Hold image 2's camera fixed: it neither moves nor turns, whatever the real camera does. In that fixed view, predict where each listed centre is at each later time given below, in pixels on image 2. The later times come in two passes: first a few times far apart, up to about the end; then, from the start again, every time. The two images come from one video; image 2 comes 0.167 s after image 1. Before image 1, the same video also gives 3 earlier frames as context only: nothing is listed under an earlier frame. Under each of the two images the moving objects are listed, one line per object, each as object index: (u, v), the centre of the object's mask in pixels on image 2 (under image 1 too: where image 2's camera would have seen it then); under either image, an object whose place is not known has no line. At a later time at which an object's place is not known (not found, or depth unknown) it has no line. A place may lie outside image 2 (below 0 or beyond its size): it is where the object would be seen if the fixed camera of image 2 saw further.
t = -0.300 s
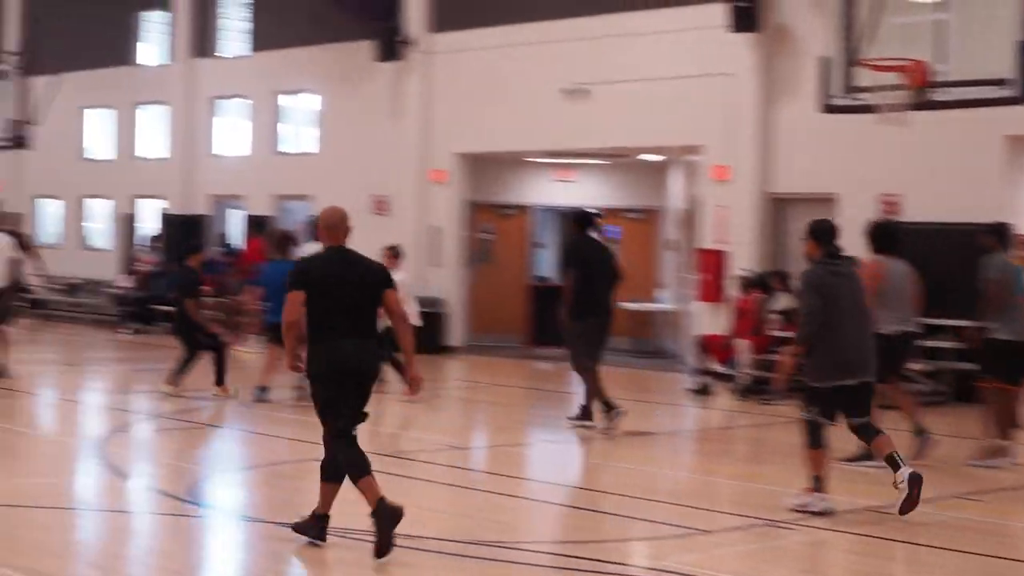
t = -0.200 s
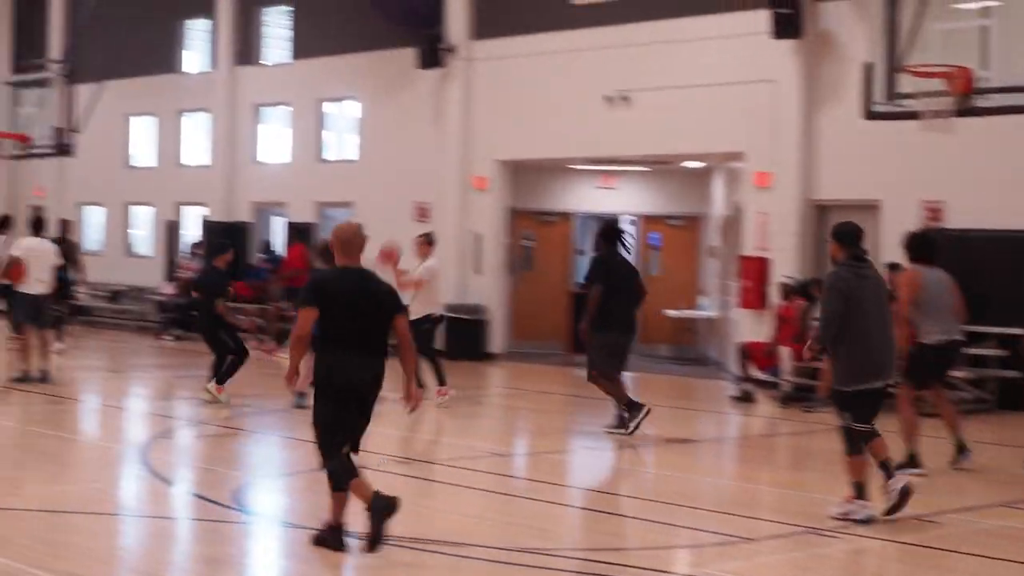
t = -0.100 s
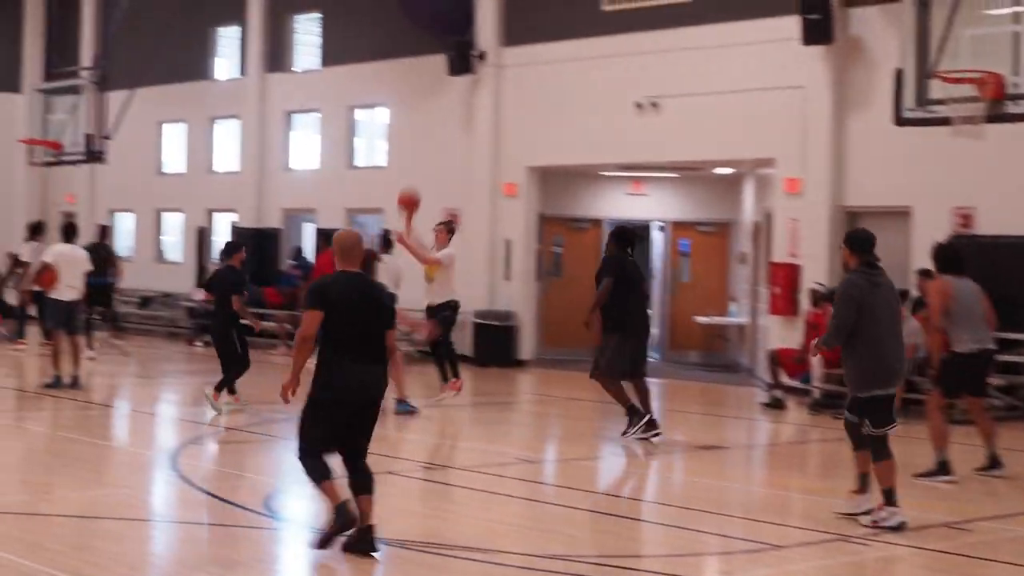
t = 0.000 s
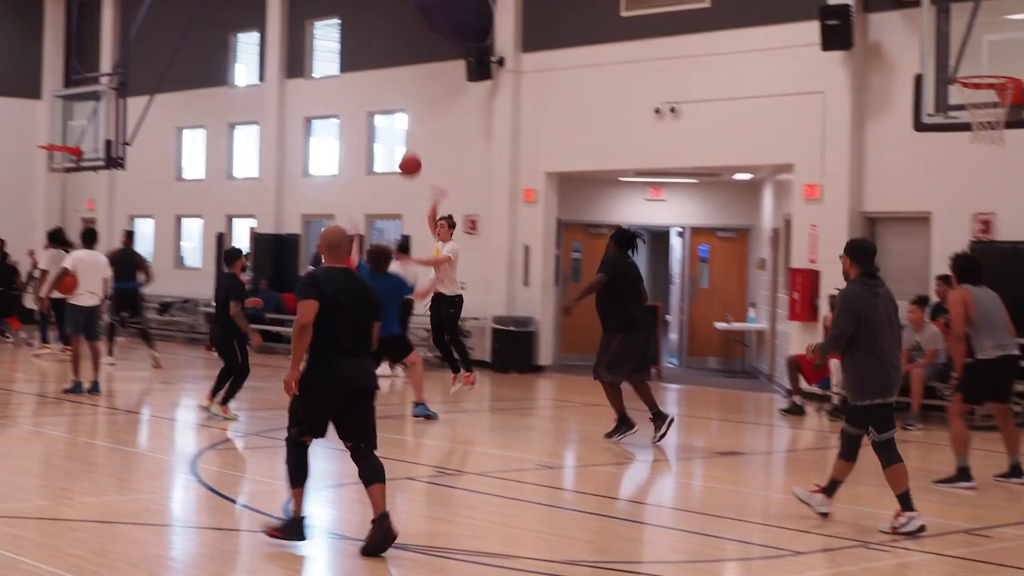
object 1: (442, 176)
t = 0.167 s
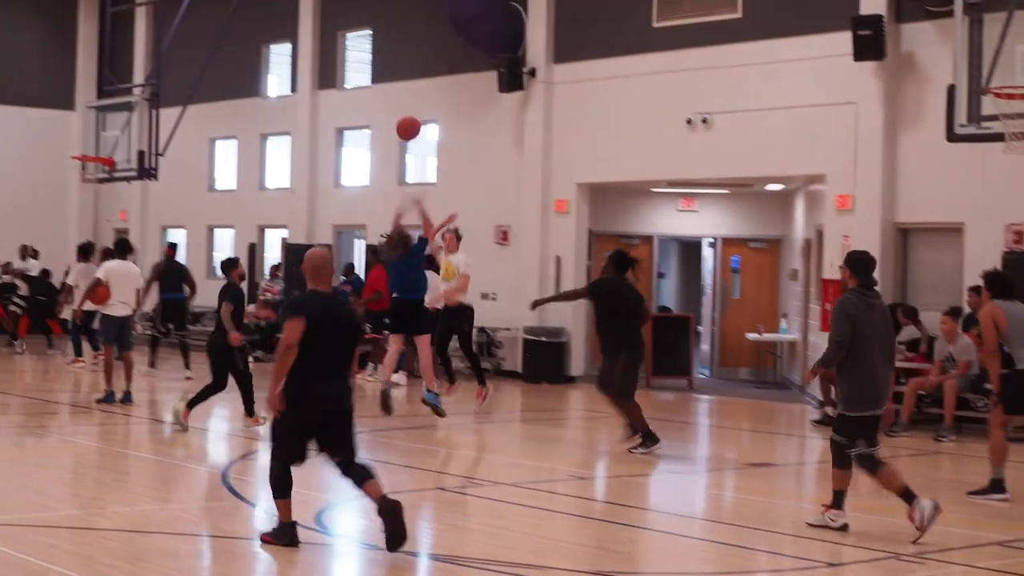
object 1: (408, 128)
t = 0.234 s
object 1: (394, 116)
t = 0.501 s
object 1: (332, 111)
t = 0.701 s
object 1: (282, 161)
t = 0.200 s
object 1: (401, 121)
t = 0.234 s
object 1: (394, 116)
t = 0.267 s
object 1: (387, 111)
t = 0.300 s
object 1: (380, 108)
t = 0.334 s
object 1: (372, 105)
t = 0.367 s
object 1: (365, 104)
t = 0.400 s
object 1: (357, 104)
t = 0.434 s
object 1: (349, 105)
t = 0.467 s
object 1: (341, 107)
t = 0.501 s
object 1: (332, 111)
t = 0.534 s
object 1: (324, 116)
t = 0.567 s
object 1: (315, 122)
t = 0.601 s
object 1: (307, 129)
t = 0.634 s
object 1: (299, 138)
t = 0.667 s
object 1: (291, 148)
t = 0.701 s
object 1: (282, 161)
